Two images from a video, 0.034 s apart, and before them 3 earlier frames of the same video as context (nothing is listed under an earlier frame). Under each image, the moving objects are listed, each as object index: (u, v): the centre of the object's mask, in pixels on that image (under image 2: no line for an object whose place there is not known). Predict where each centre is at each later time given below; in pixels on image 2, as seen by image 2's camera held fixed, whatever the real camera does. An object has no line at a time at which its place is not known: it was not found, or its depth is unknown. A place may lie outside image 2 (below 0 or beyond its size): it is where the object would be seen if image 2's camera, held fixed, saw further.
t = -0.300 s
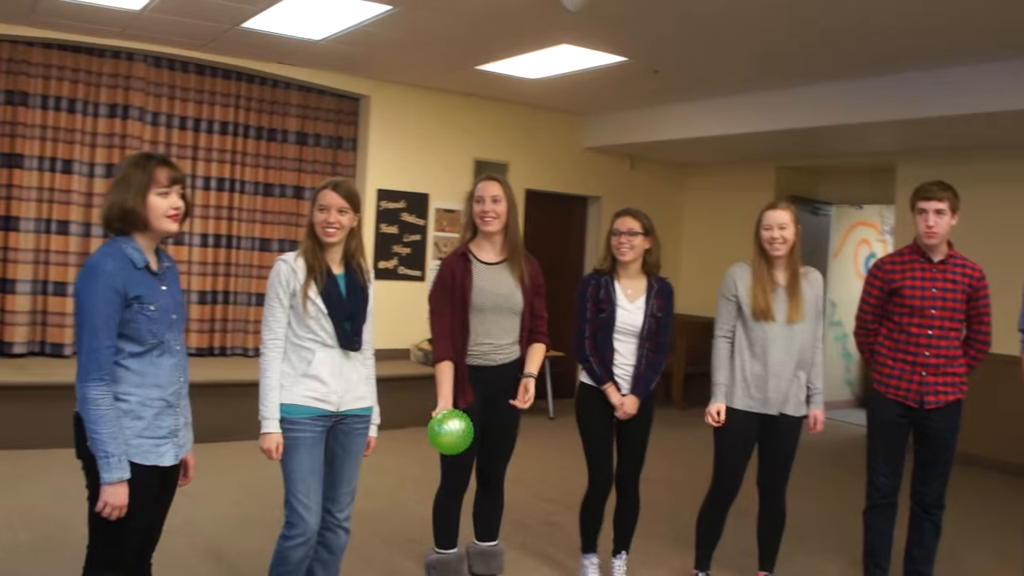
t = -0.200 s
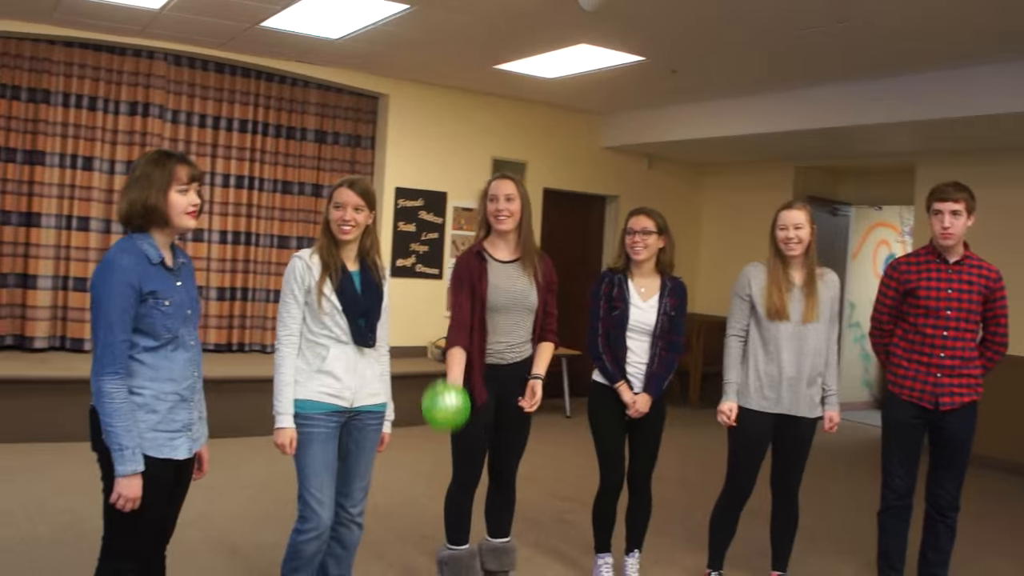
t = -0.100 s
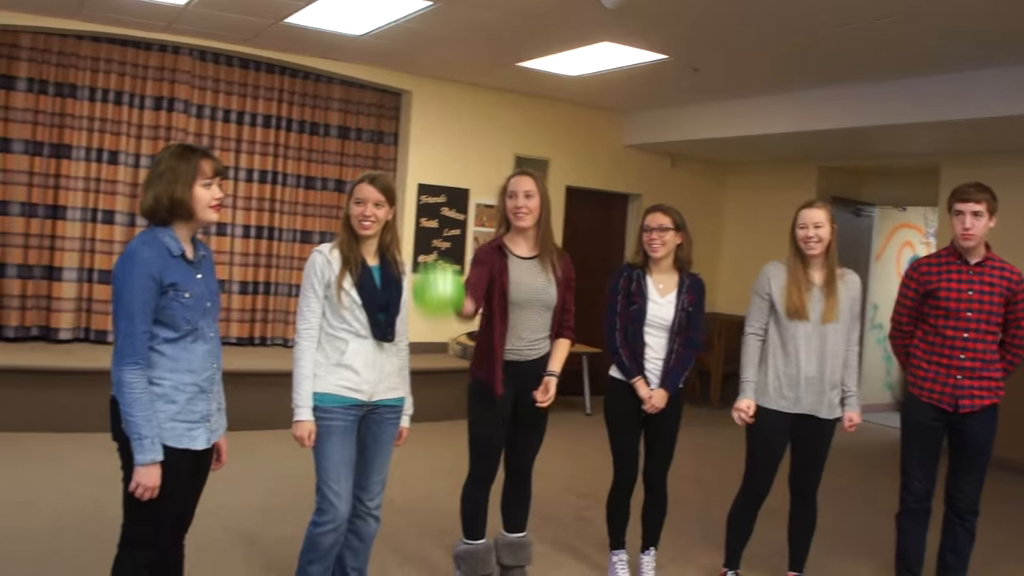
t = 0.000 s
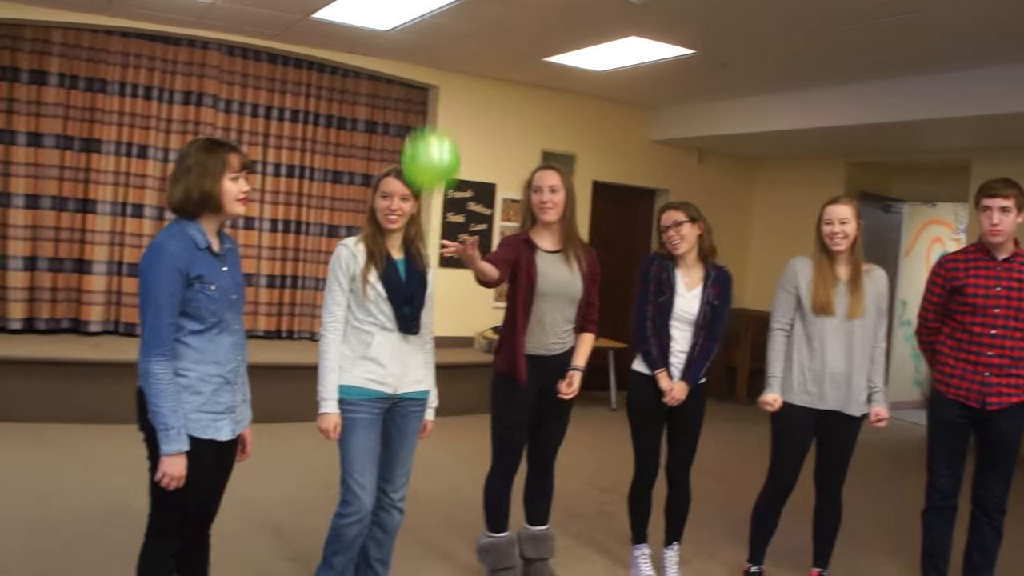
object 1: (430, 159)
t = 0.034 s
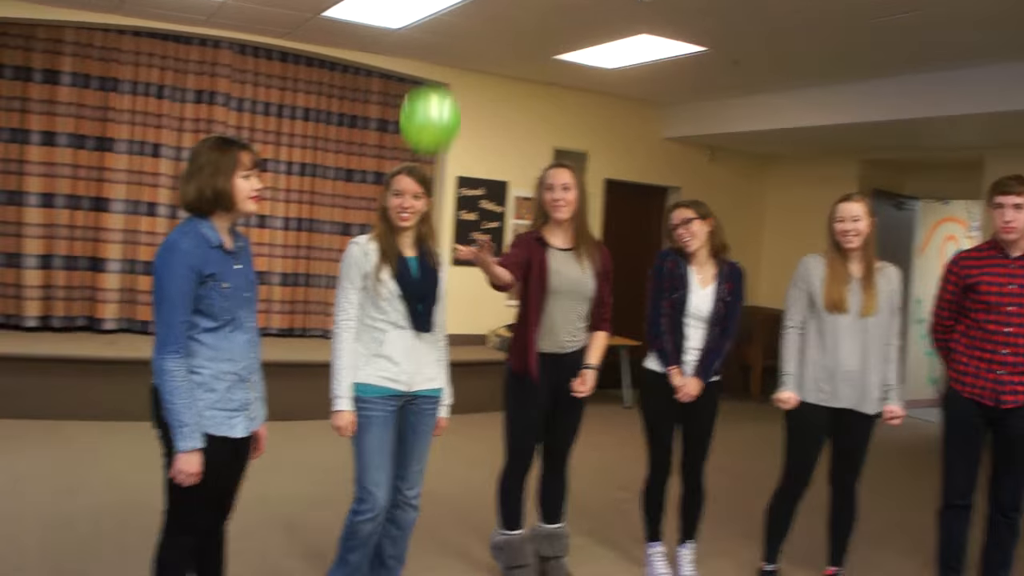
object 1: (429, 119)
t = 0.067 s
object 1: (419, 82)
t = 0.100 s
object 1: (410, 50)
